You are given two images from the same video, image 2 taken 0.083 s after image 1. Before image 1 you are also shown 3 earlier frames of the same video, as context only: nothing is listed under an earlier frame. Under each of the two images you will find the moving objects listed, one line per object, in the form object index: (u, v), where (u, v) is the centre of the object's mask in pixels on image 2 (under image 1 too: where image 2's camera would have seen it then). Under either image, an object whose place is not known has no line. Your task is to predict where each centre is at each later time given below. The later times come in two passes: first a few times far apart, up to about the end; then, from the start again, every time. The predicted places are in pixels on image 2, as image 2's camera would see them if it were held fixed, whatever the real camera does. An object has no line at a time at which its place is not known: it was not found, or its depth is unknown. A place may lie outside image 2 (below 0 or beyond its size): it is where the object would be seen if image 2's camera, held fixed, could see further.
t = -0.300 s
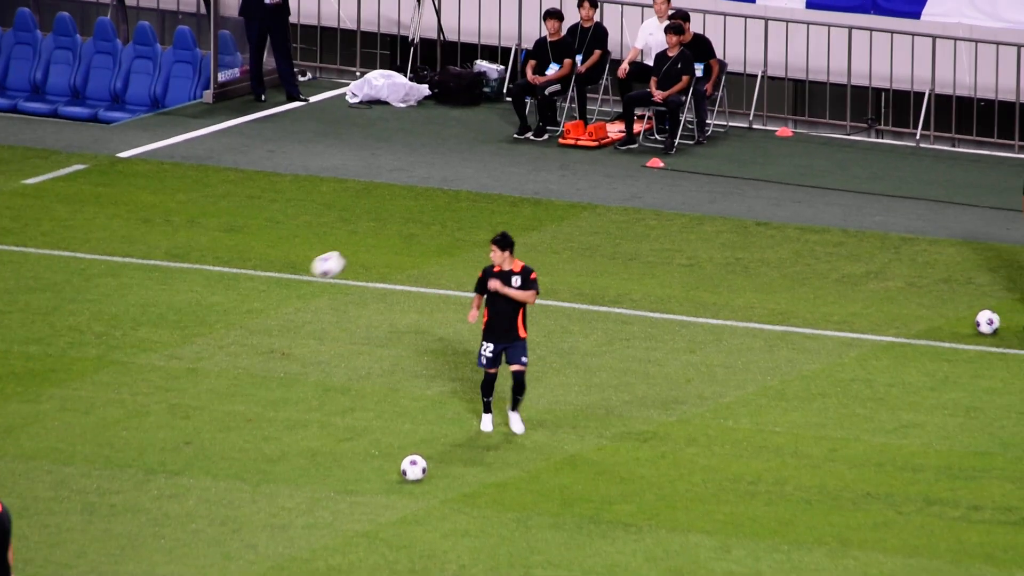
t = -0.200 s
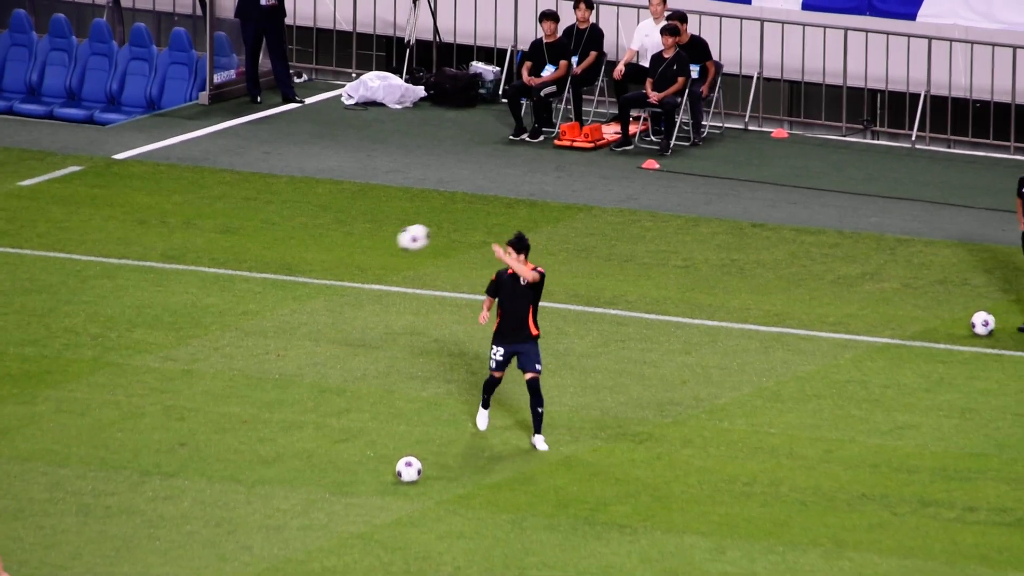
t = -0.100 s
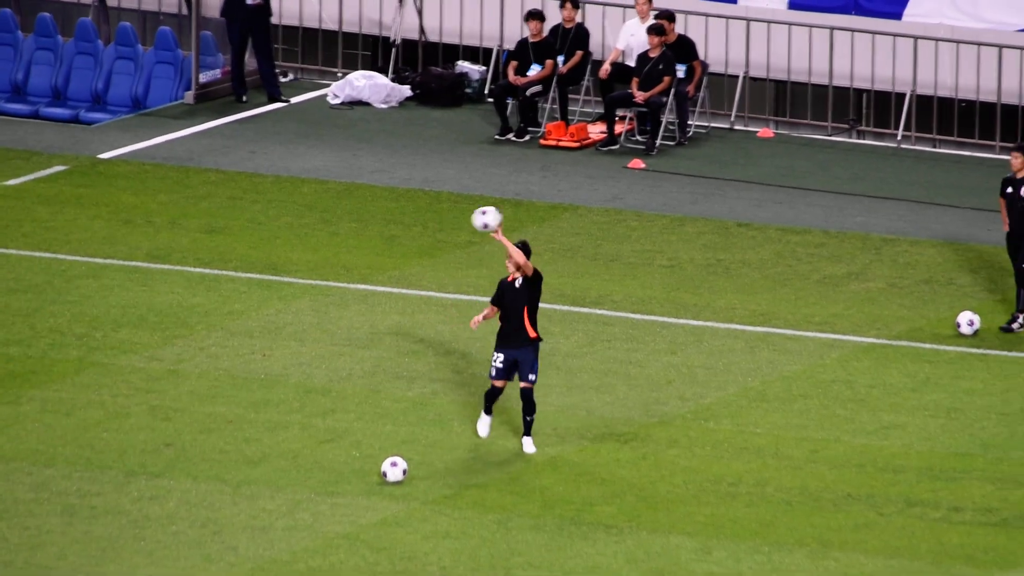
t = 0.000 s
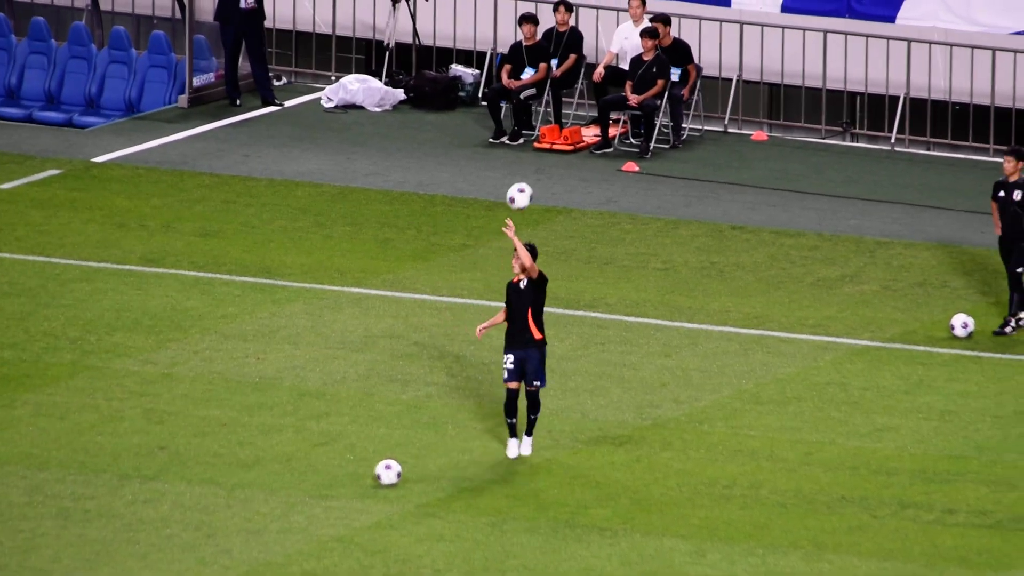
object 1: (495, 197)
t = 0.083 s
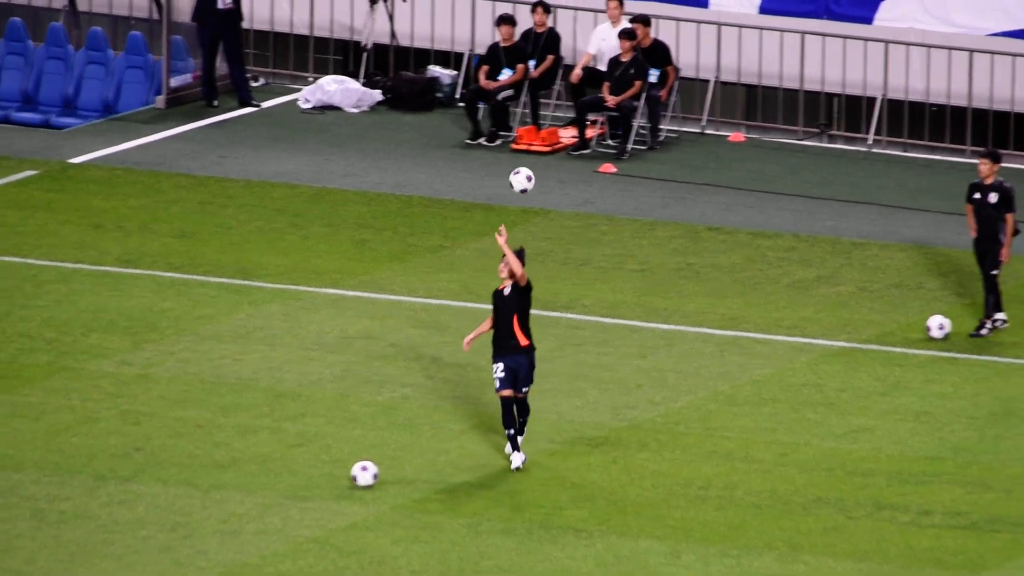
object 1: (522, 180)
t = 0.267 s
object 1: (576, 170)
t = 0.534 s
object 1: (654, 224)
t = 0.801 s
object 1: (728, 360)
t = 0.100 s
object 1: (527, 177)
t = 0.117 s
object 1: (531, 175)
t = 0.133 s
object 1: (537, 173)
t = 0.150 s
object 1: (542, 172)
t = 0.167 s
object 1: (547, 171)
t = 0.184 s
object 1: (551, 170)
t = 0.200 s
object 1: (556, 169)
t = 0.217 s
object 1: (561, 169)
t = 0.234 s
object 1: (566, 169)
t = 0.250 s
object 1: (571, 170)
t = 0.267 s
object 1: (576, 170)
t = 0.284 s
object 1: (581, 171)
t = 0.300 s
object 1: (586, 172)
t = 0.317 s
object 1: (591, 173)
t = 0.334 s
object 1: (596, 176)
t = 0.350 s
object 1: (600, 178)
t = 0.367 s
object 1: (606, 180)
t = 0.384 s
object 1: (611, 183)
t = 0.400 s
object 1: (616, 187)
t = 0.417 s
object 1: (621, 190)
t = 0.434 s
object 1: (626, 194)
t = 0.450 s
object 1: (631, 198)
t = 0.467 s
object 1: (636, 202)
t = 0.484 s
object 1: (640, 207)
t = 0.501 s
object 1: (644, 212)
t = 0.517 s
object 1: (650, 218)
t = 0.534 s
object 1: (654, 224)
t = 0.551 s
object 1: (659, 230)
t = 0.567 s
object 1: (664, 236)
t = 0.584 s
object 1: (668, 243)
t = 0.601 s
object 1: (673, 250)
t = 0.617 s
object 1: (678, 257)
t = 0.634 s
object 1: (683, 265)
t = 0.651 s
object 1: (687, 273)
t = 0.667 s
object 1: (693, 281)
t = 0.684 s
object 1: (697, 290)
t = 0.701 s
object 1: (701, 299)
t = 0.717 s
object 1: (706, 309)
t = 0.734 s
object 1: (711, 317)
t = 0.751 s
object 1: (715, 328)
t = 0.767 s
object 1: (720, 338)
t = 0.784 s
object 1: (724, 349)
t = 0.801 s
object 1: (728, 360)
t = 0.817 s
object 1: (734, 371)
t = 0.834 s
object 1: (738, 383)
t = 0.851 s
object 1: (743, 394)
